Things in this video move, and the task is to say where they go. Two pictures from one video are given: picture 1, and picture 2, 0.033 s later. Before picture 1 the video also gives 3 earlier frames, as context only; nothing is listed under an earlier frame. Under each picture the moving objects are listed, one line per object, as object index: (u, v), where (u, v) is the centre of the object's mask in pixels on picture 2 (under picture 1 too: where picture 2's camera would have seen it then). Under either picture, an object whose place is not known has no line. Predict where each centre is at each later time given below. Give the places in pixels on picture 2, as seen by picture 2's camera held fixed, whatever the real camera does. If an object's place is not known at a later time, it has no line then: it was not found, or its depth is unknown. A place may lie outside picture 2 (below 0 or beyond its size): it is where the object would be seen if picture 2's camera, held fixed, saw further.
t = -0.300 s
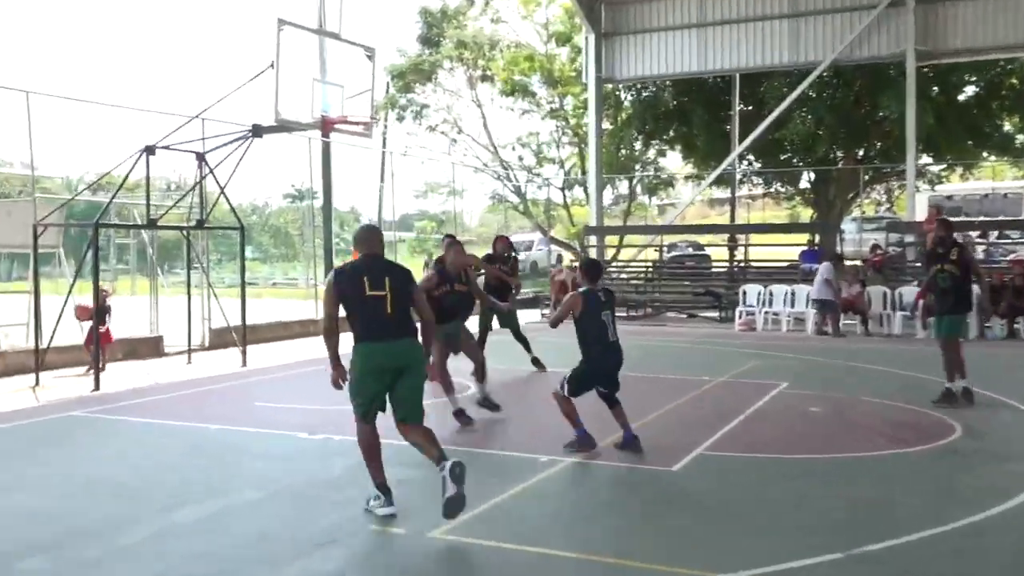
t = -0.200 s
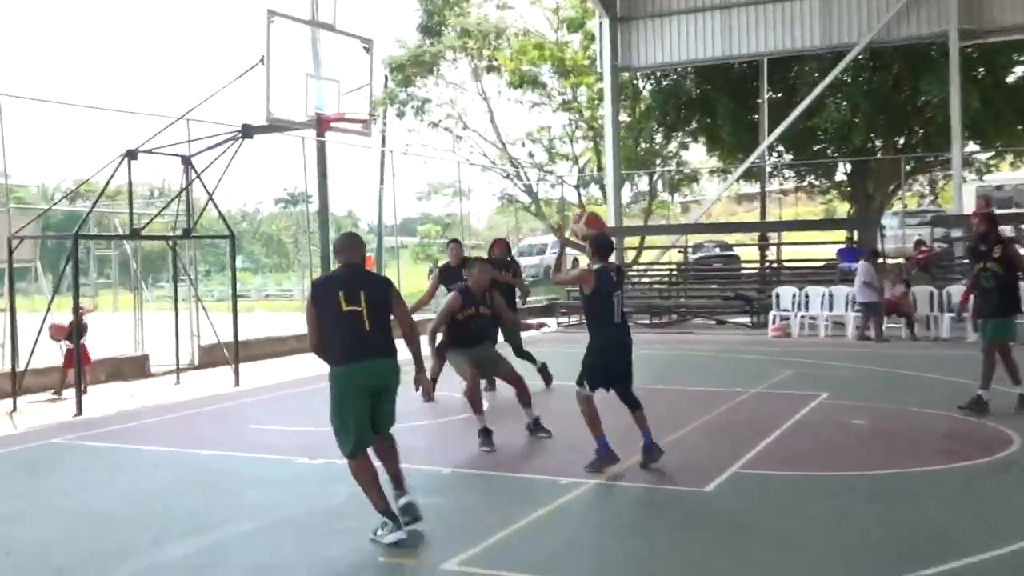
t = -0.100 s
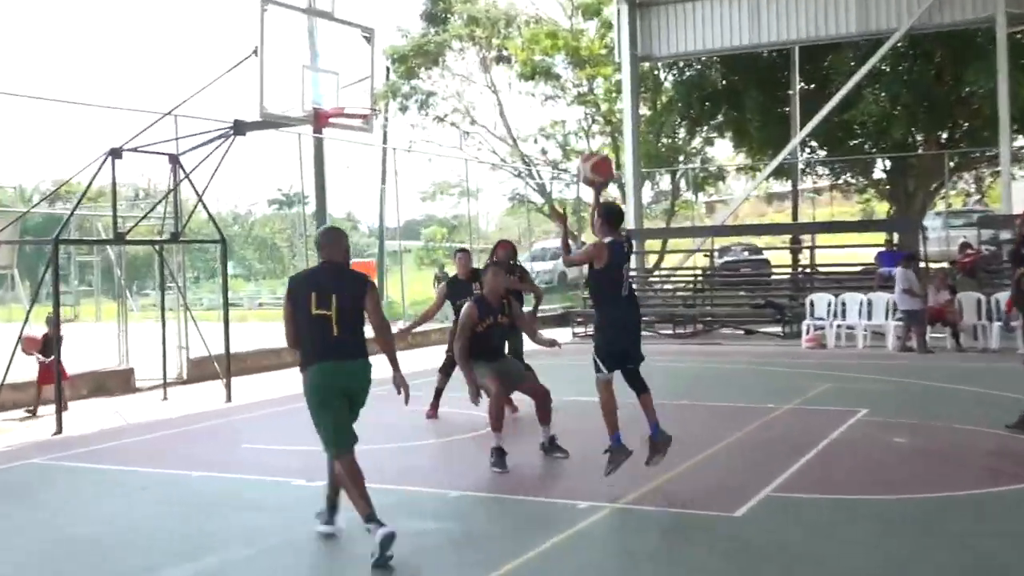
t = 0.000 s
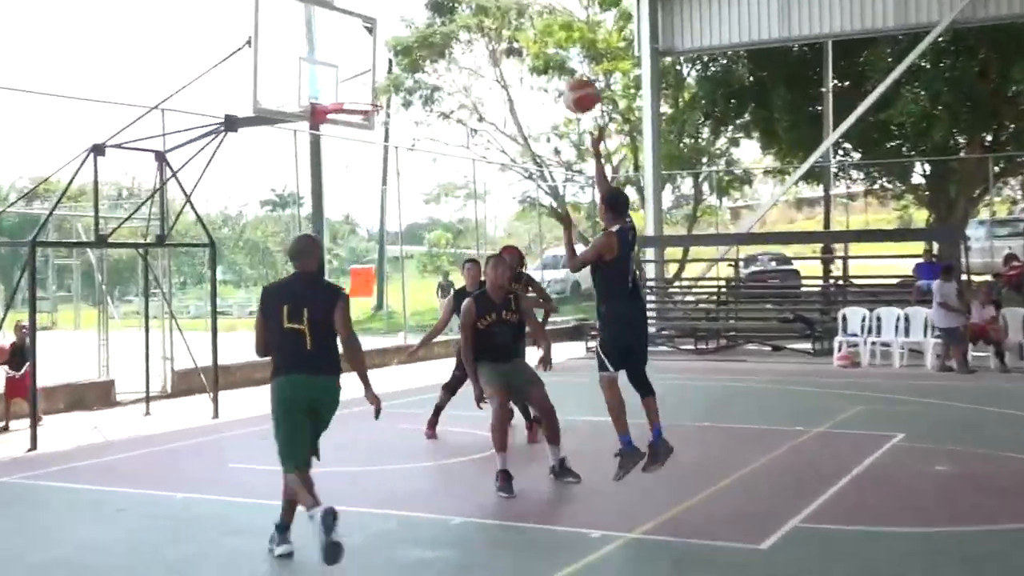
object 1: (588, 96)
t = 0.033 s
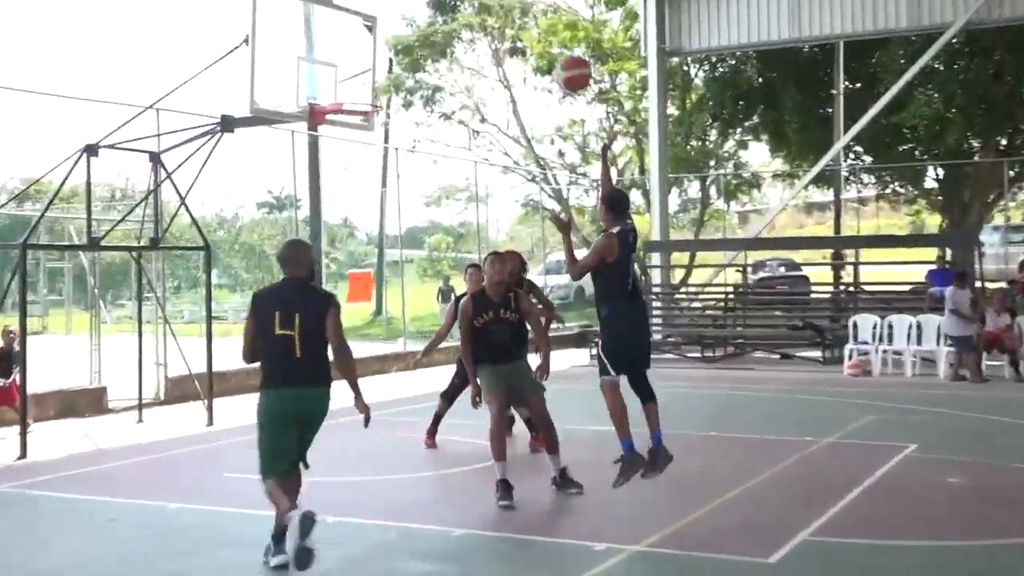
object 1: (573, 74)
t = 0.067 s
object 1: (563, 53)
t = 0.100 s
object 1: (551, 34)
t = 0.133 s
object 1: (539, 17)
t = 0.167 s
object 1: (527, 3)
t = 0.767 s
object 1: (375, 17)
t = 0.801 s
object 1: (369, 29)
